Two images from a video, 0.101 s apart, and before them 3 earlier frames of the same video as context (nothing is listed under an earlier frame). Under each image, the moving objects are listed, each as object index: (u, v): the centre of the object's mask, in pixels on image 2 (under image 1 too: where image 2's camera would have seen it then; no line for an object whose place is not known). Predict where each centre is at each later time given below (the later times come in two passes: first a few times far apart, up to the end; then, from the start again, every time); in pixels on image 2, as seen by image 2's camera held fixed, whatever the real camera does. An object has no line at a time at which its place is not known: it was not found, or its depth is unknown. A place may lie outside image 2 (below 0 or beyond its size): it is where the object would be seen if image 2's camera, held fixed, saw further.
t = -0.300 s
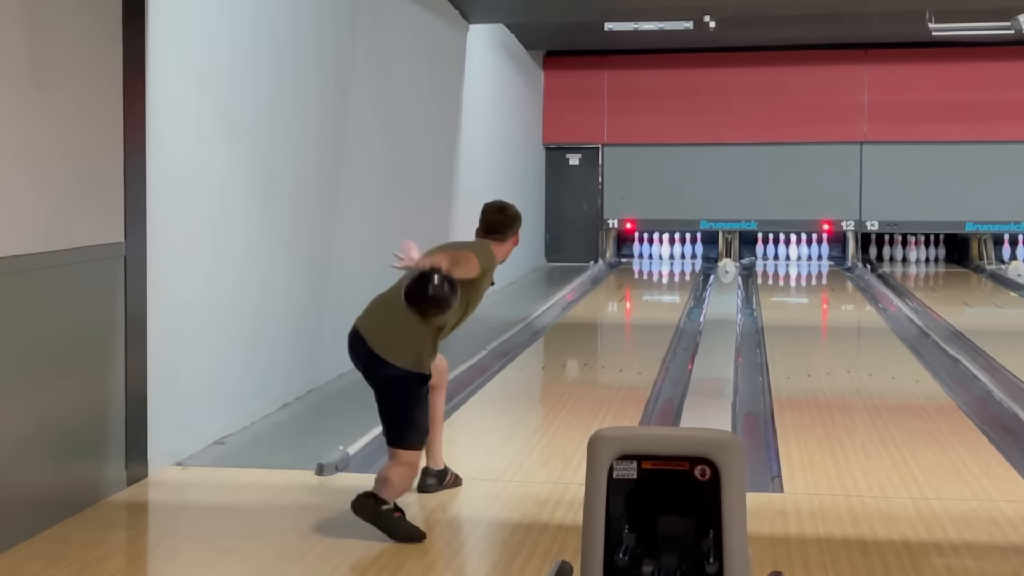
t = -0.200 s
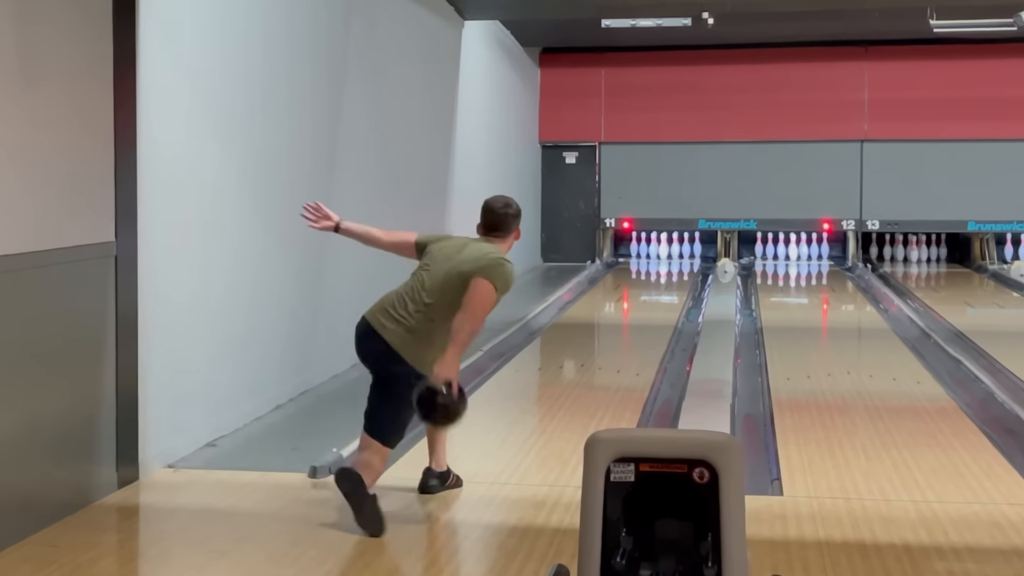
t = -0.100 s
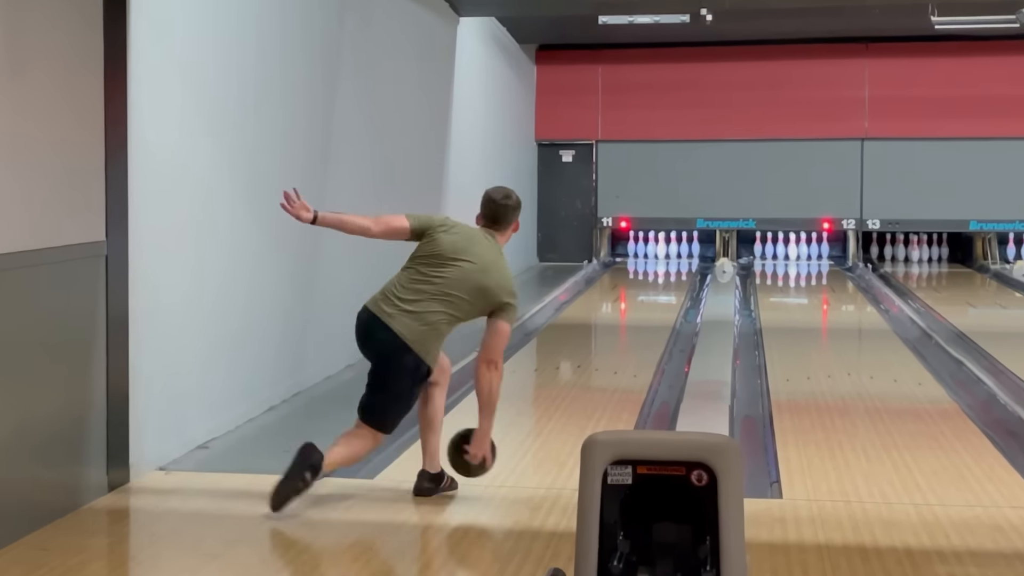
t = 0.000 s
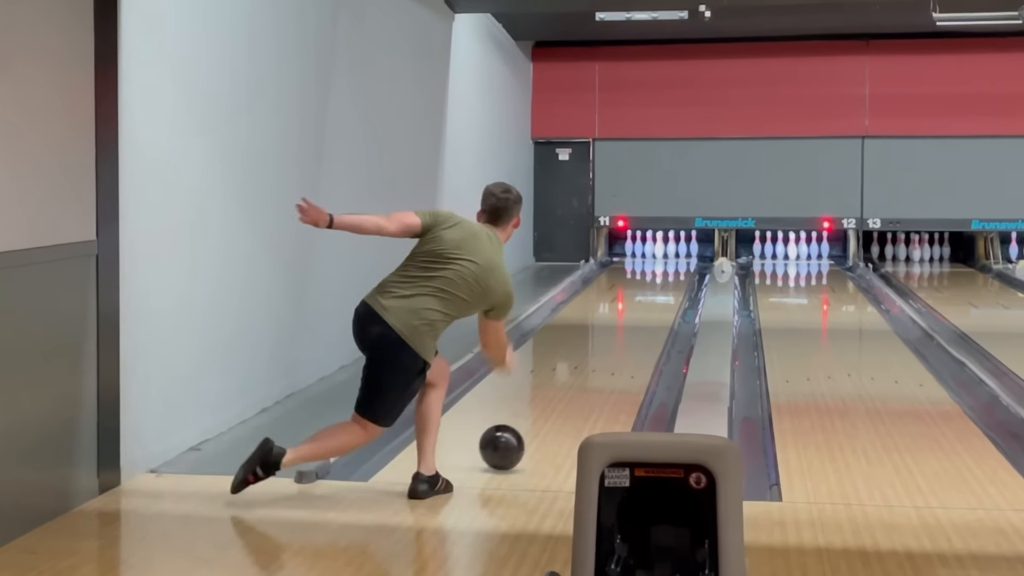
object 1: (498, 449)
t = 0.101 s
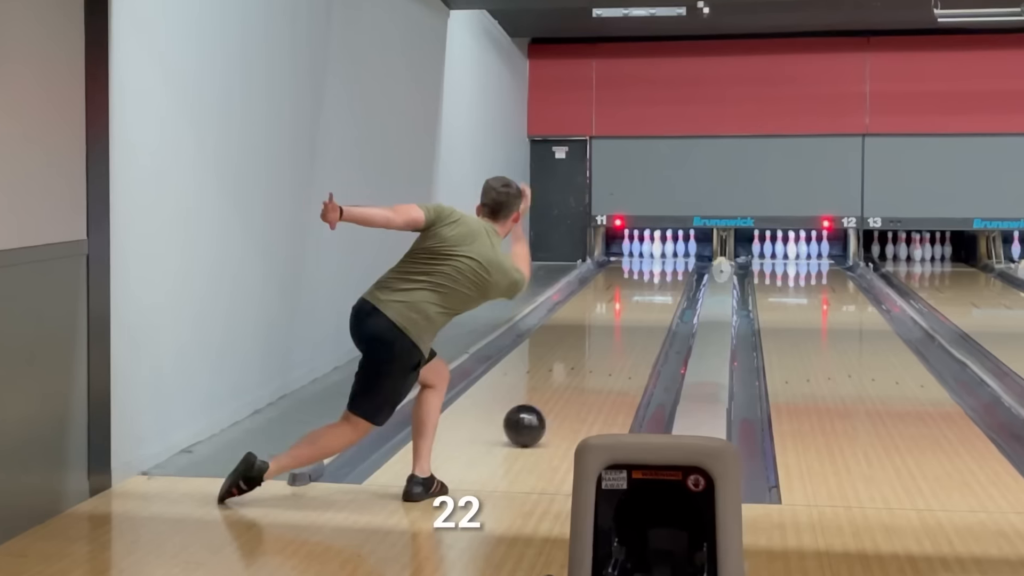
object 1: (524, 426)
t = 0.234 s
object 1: (552, 398)
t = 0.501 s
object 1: (591, 357)
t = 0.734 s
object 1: (615, 331)
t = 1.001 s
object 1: (635, 307)
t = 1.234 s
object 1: (646, 292)
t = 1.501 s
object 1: (656, 277)
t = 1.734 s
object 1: (661, 267)
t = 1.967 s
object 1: (662, 258)
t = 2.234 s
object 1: (660, 250)
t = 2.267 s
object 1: (661, 250)
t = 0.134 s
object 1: (532, 418)
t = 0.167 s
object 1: (539, 411)
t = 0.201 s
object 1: (546, 404)
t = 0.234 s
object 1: (552, 398)
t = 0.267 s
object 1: (558, 392)
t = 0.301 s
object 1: (564, 385)
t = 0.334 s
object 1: (569, 380)
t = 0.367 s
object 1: (574, 375)
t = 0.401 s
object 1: (579, 370)
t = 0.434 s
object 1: (583, 365)
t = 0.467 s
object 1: (587, 361)
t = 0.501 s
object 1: (591, 357)
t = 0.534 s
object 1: (595, 353)
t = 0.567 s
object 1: (599, 348)
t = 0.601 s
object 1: (603, 345)
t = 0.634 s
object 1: (606, 341)
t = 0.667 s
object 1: (609, 338)
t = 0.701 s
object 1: (612, 334)
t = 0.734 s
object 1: (615, 331)
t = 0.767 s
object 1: (618, 327)
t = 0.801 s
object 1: (621, 325)
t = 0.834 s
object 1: (624, 322)
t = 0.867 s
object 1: (626, 319)
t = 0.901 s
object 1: (628, 316)
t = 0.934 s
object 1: (631, 313)
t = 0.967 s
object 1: (633, 310)
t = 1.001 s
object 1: (635, 307)
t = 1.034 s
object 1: (637, 305)
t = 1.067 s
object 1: (639, 302)
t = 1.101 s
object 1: (640, 300)
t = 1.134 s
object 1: (642, 298)
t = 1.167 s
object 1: (644, 296)
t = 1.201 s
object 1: (645, 294)
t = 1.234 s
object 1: (646, 292)
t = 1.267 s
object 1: (648, 289)
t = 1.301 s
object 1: (649, 288)
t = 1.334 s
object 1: (651, 285)
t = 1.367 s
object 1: (652, 284)
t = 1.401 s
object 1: (653, 282)
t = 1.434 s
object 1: (654, 280)
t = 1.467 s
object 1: (655, 278)
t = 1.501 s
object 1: (656, 277)
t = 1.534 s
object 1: (657, 276)
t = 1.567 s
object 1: (658, 274)
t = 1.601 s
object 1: (658, 272)
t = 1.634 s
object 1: (659, 271)
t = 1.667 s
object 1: (660, 269)
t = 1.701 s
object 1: (661, 268)
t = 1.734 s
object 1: (661, 267)
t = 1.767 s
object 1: (661, 265)
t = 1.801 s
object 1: (661, 263)
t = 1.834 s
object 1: (661, 262)
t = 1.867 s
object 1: (662, 261)
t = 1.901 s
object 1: (662, 260)
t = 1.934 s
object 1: (662, 259)
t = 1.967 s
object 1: (662, 258)
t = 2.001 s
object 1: (662, 257)
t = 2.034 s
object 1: (662, 256)
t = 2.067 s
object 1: (662, 255)
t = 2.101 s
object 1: (662, 253)
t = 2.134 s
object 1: (661, 253)
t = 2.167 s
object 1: (661, 251)
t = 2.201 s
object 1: (661, 251)
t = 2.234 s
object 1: (660, 250)
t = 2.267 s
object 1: (661, 250)
